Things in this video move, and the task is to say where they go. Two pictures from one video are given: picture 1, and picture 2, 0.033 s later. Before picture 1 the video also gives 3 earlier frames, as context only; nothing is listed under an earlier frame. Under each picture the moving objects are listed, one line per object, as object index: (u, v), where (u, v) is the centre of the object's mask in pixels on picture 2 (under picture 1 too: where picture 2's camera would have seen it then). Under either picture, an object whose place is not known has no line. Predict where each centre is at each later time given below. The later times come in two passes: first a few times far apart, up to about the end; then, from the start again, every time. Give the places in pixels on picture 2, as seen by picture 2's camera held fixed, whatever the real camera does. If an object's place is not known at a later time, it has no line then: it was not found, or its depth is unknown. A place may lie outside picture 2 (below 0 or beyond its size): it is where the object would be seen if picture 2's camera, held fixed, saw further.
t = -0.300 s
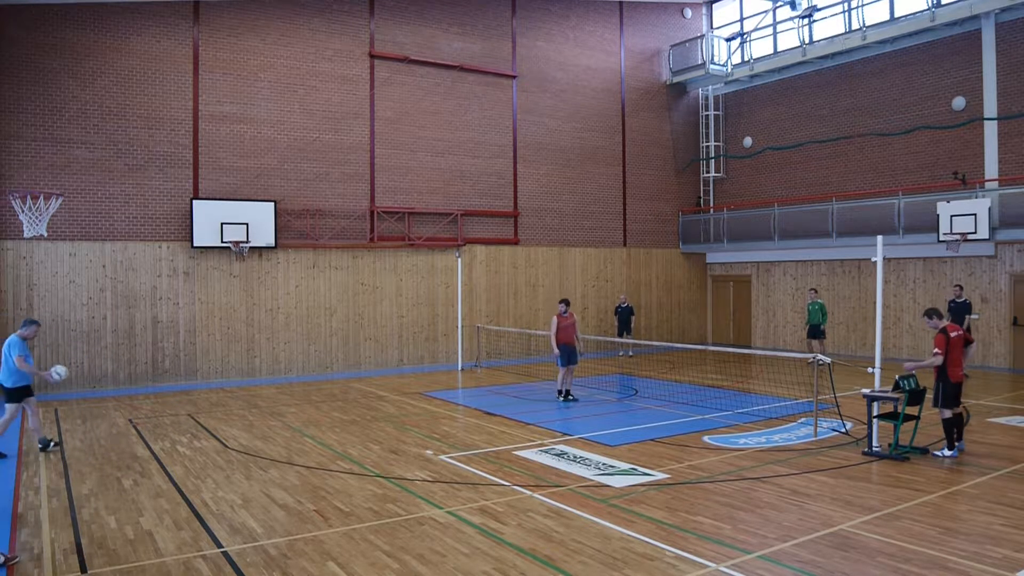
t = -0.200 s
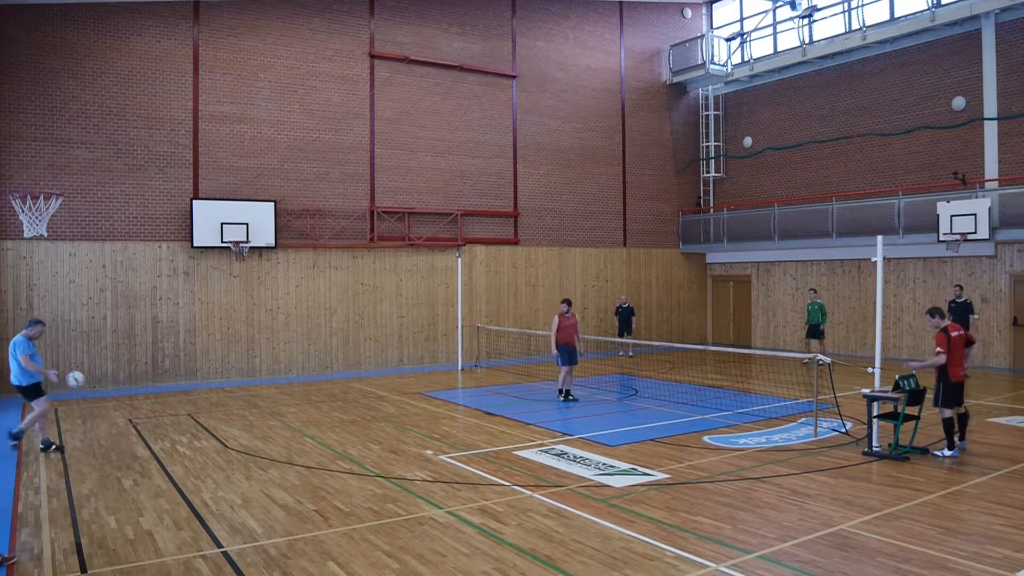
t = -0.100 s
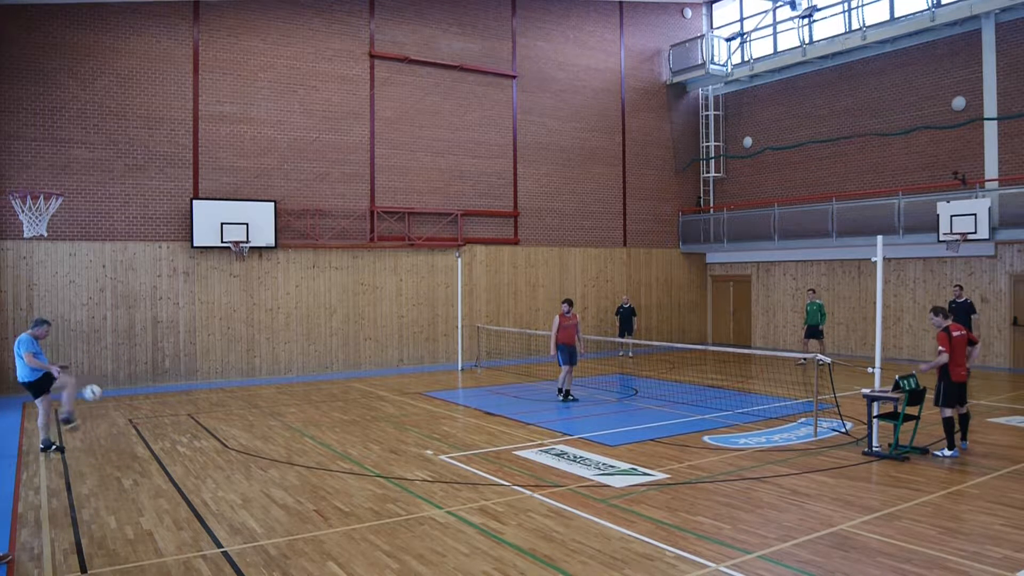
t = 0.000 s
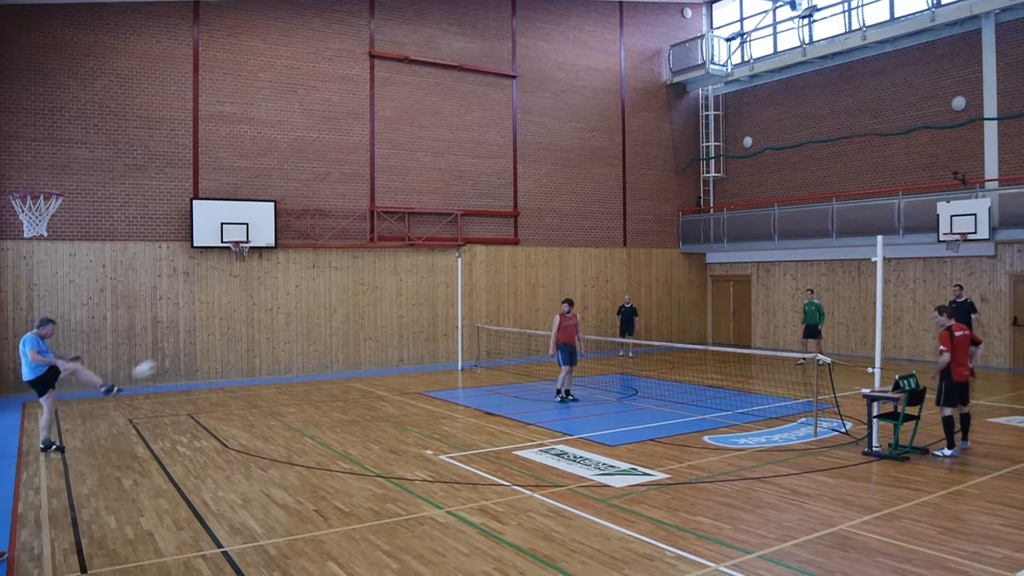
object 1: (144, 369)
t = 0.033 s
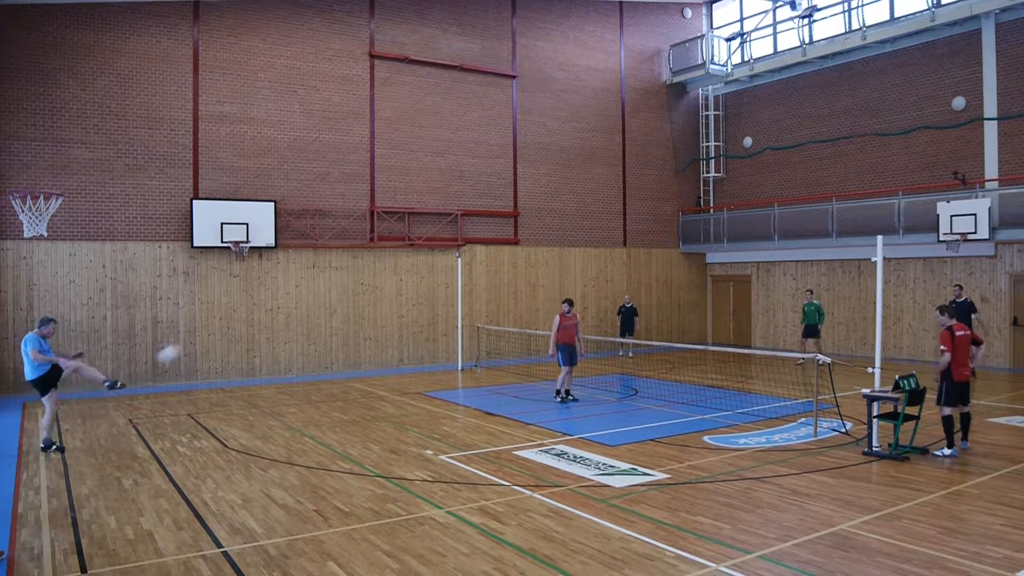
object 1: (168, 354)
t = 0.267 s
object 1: (320, 283)
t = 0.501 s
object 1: (436, 263)
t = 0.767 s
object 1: (538, 280)
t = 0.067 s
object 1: (193, 340)
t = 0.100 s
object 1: (218, 327)
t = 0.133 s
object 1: (240, 316)
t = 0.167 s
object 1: (261, 306)
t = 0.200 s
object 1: (281, 298)
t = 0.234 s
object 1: (301, 290)
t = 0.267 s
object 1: (320, 283)
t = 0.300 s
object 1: (339, 278)
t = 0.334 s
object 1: (357, 273)
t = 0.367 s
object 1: (375, 269)
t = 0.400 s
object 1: (391, 266)
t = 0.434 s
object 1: (407, 264)
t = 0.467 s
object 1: (422, 263)
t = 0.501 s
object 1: (436, 263)
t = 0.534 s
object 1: (450, 263)
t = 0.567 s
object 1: (465, 263)
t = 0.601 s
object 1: (479, 265)
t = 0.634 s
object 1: (492, 267)
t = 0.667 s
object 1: (504, 269)
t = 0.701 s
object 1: (516, 272)
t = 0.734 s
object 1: (527, 276)
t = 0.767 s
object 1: (538, 280)
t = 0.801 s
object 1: (549, 284)
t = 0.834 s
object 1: (560, 289)
